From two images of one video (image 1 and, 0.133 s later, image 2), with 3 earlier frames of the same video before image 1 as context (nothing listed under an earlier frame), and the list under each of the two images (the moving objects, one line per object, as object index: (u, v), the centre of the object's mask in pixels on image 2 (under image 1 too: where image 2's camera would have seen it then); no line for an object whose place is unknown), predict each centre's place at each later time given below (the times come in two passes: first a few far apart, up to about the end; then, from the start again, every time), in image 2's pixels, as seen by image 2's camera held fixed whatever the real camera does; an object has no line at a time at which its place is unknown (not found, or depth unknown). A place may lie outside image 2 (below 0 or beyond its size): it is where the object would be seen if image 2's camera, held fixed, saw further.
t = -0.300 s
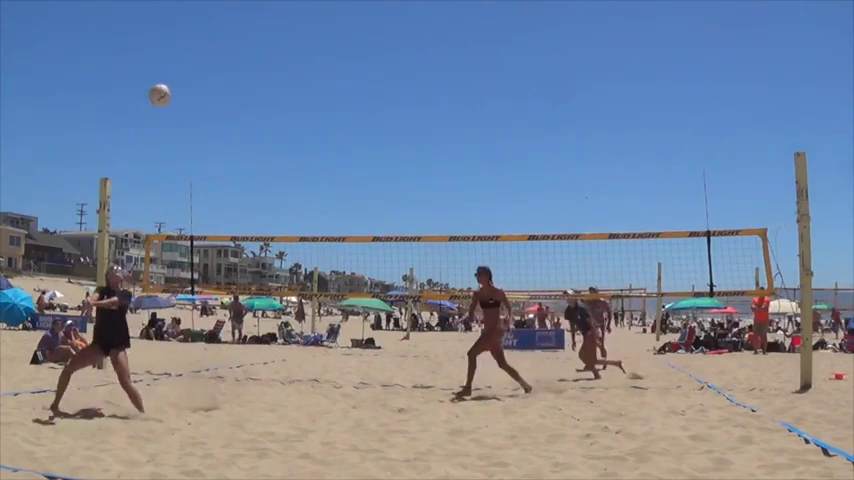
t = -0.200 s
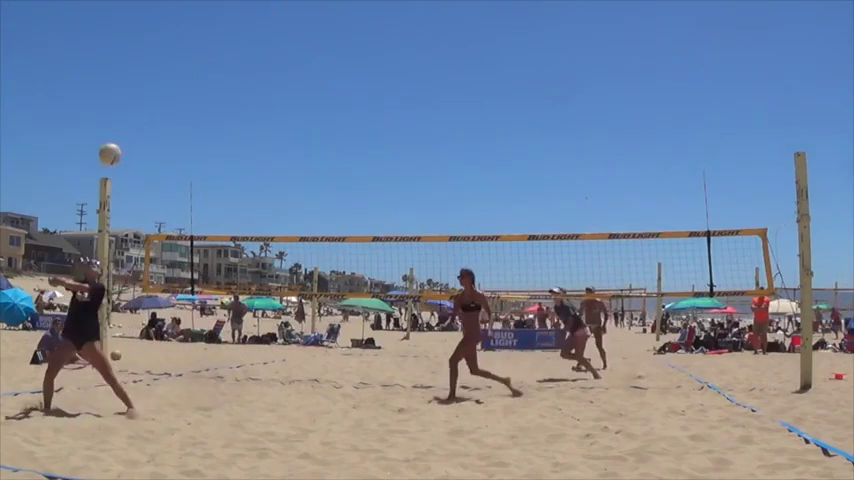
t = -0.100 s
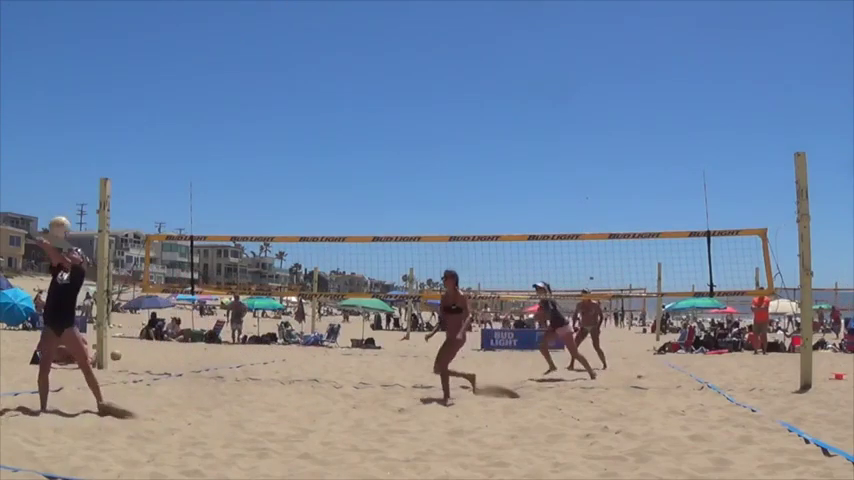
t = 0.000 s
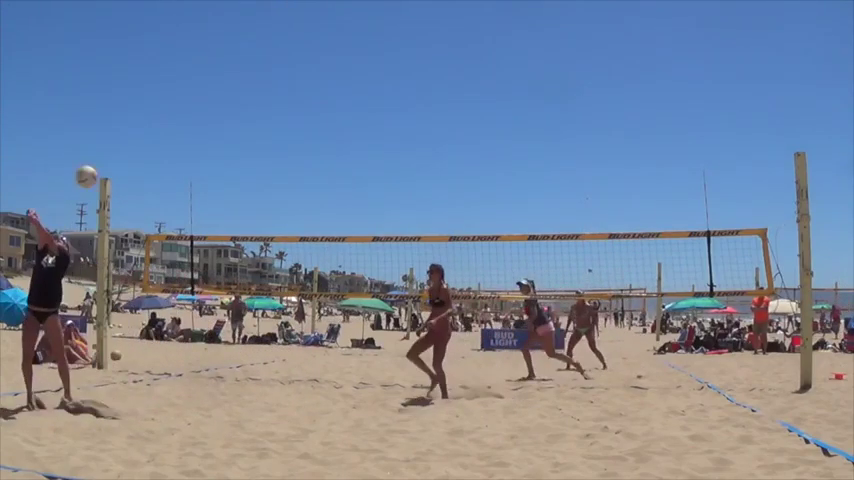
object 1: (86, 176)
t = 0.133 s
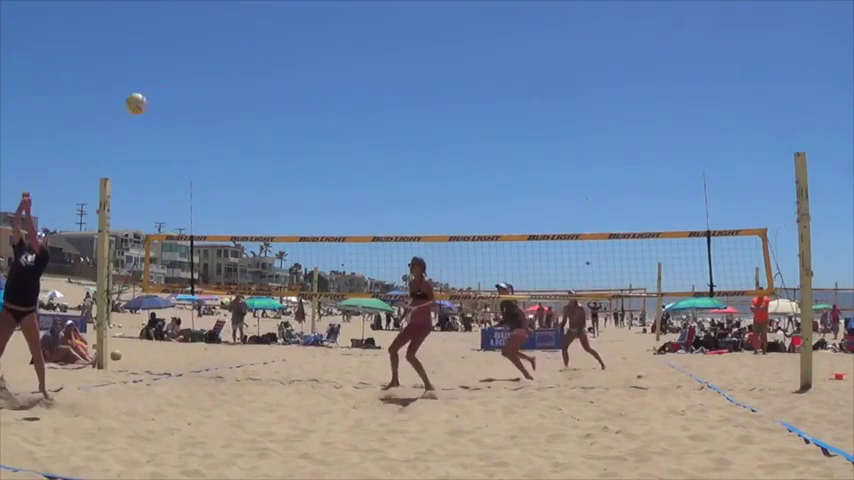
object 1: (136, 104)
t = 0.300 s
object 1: (193, 44)
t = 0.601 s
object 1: (278, 8)
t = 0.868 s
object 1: (340, 40)
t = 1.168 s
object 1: (397, 138)
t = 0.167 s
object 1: (148, 89)
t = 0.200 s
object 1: (160, 76)
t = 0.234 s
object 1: (171, 64)
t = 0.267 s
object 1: (182, 54)
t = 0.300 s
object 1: (193, 44)
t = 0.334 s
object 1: (204, 36)
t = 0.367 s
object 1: (214, 29)
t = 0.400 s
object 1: (223, 22)
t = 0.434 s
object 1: (233, 17)
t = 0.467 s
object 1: (242, 13)
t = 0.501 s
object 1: (252, 10)
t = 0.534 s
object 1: (261, 9)
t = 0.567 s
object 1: (269, 9)
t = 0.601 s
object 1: (278, 8)
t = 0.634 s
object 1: (287, 9)
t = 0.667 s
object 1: (295, 11)
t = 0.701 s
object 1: (303, 14)
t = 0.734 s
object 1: (311, 18)
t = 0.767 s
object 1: (318, 22)
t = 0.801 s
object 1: (325, 27)
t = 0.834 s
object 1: (333, 33)
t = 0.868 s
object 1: (340, 40)
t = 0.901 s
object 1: (346, 48)
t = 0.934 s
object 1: (353, 56)
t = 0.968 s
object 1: (360, 65)
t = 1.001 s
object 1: (367, 76)
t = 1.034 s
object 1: (373, 87)
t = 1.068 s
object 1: (379, 99)
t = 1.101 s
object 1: (386, 111)
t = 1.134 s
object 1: (391, 124)
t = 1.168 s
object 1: (397, 138)
